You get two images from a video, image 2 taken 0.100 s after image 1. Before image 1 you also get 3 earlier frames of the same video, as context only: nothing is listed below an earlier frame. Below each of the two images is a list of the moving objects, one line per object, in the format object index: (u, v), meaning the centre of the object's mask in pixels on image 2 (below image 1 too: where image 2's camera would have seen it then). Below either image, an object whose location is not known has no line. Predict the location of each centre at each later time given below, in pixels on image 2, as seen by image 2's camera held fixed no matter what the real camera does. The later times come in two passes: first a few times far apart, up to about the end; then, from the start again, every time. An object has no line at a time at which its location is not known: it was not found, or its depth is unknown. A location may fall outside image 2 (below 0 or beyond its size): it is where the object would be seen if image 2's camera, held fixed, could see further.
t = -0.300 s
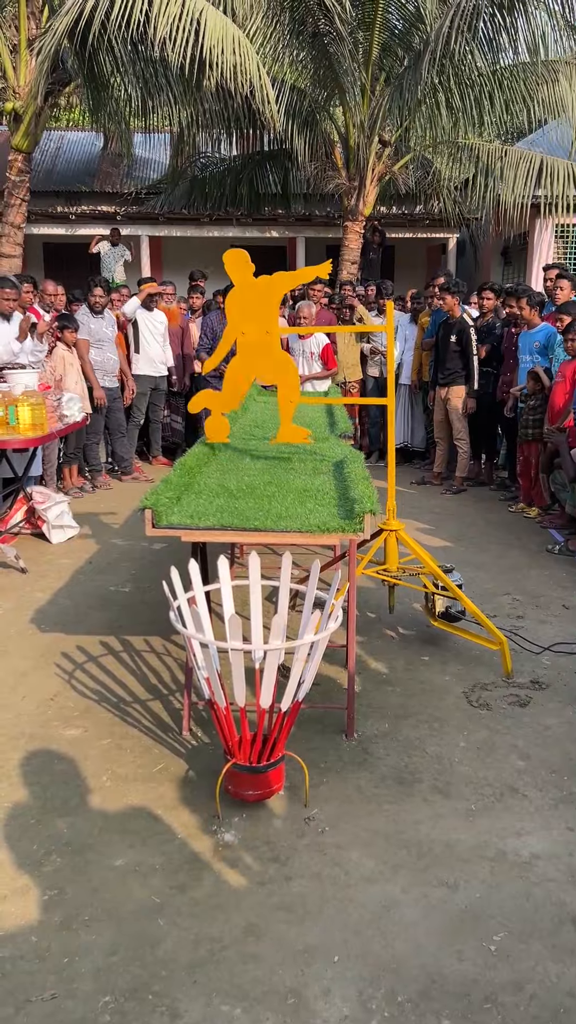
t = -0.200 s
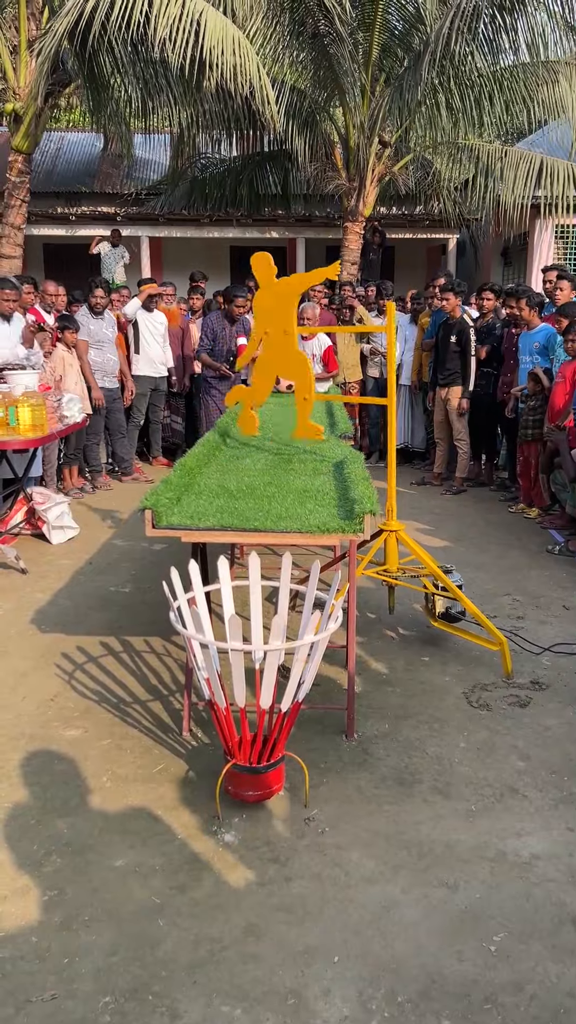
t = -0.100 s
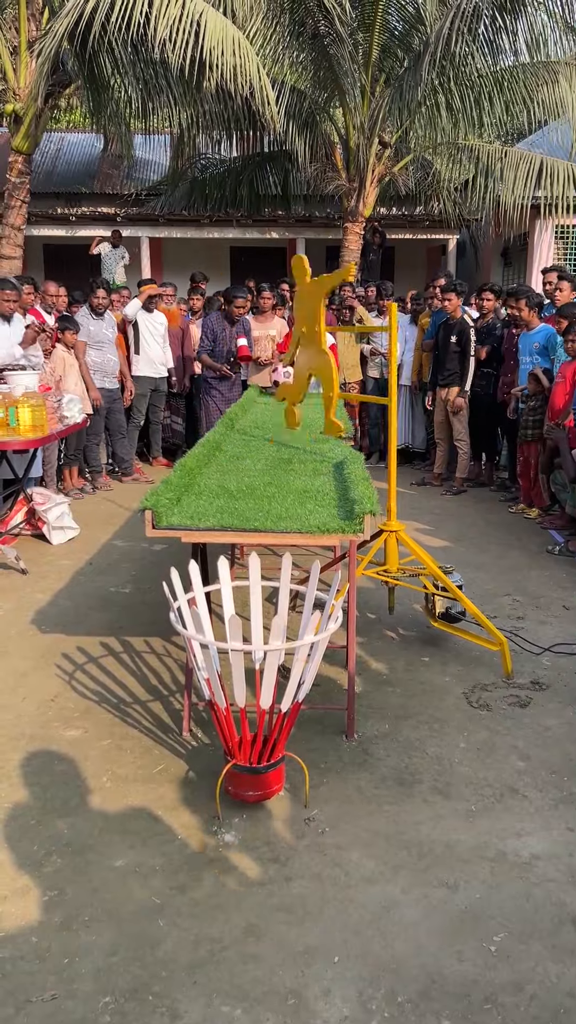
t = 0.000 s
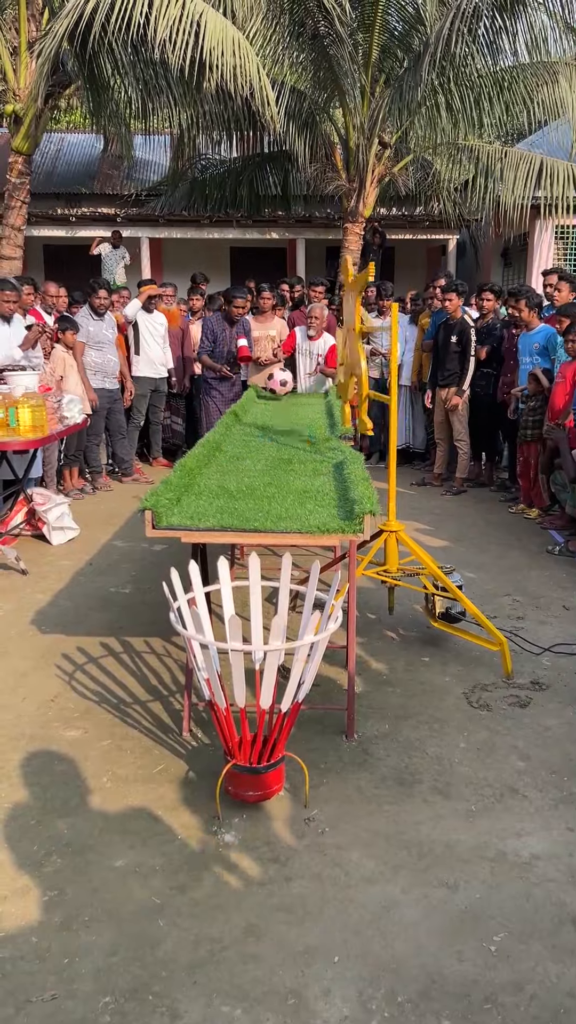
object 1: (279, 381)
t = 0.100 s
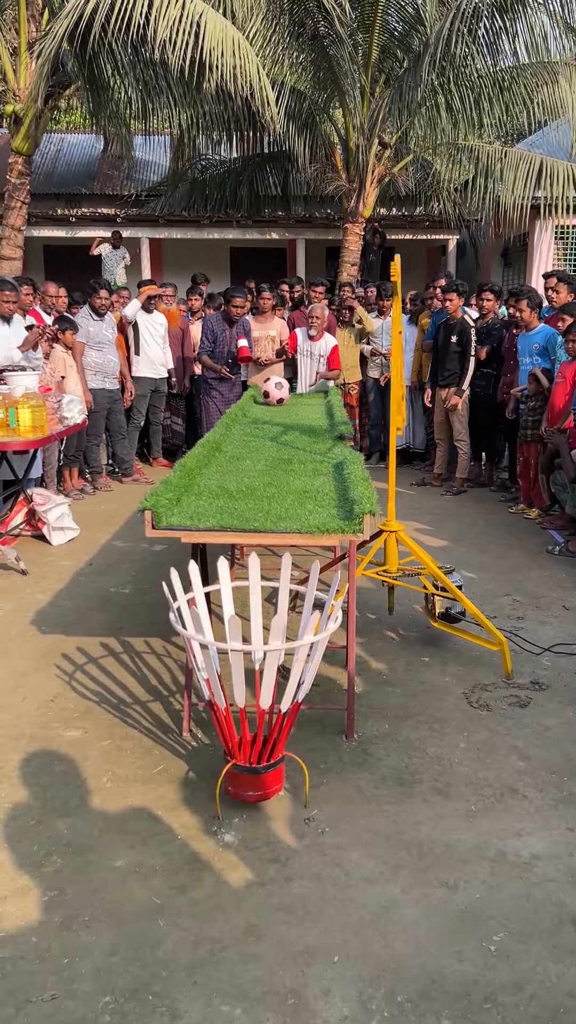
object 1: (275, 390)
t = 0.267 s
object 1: (269, 396)
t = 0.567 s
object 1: (259, 403)
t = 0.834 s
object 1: (250, 411)
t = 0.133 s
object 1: (274, 391)
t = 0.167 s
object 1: (273, 392)
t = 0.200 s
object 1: (272, 394)
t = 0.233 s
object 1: (270, 395)
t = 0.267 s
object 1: (269, 396)
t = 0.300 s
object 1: (268, 397)
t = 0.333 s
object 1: (268, 398)
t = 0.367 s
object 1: (266, 399)
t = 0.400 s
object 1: (264, 400)
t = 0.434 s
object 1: (263, 400)
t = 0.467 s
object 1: (262, 401)
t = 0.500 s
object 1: (261, 402)
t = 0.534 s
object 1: (260, 402)
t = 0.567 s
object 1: (259, 403)
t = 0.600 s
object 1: (257, 404)
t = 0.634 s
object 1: (257, 405)
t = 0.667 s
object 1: (255, 406)
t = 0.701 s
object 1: (254, 406)
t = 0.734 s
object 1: (253, 407)
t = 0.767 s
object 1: (252, 408)
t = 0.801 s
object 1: (251, 409)
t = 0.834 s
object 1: (250, 411)
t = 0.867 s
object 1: (248, 412)
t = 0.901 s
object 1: (248, 414)
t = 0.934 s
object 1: (247, 415)
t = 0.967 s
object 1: (246, 417)
